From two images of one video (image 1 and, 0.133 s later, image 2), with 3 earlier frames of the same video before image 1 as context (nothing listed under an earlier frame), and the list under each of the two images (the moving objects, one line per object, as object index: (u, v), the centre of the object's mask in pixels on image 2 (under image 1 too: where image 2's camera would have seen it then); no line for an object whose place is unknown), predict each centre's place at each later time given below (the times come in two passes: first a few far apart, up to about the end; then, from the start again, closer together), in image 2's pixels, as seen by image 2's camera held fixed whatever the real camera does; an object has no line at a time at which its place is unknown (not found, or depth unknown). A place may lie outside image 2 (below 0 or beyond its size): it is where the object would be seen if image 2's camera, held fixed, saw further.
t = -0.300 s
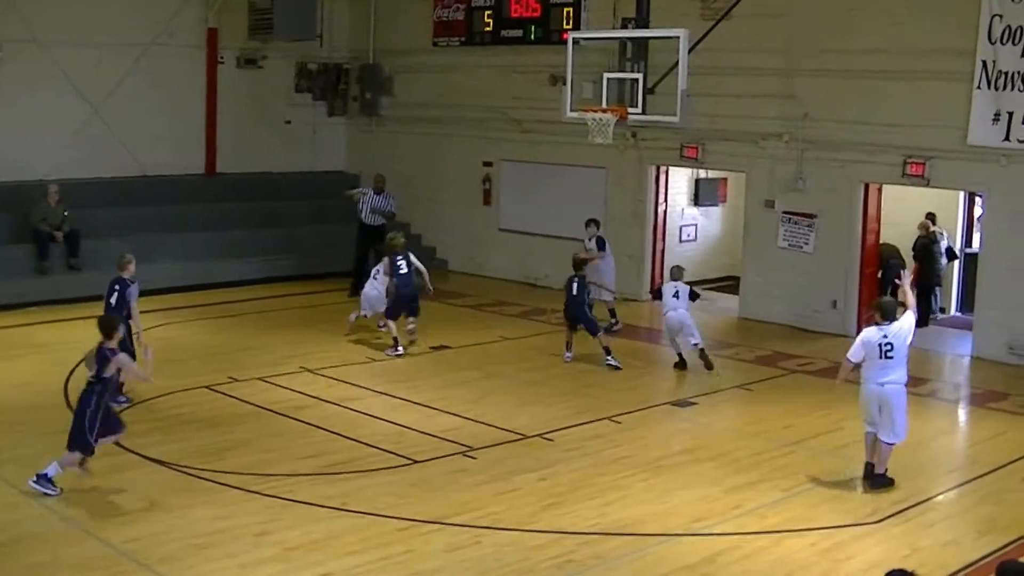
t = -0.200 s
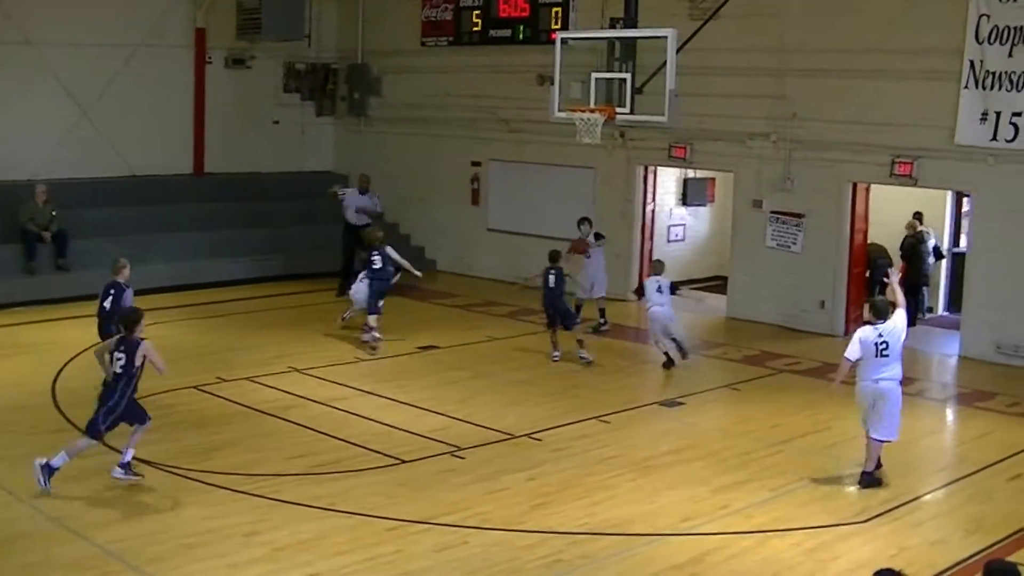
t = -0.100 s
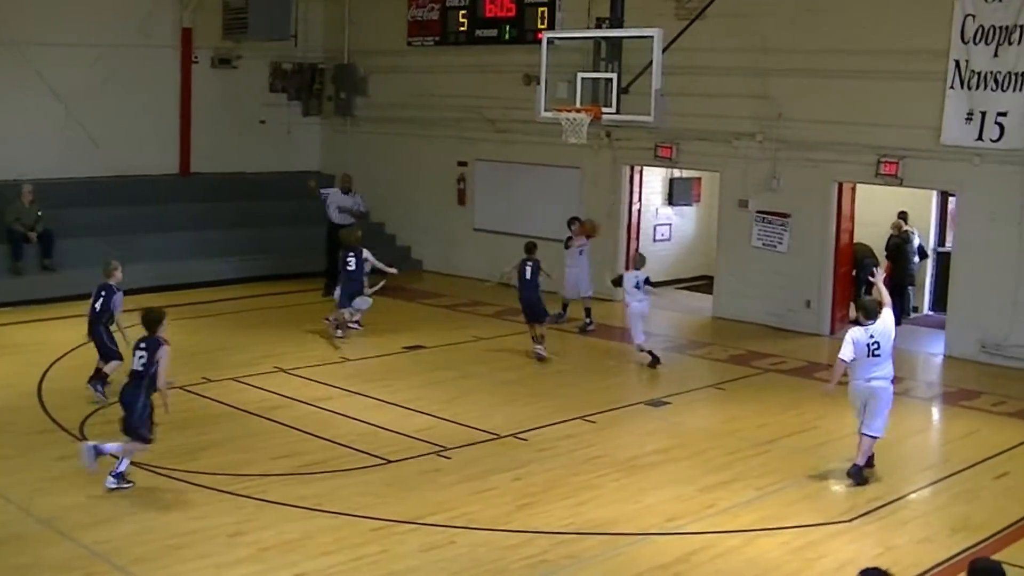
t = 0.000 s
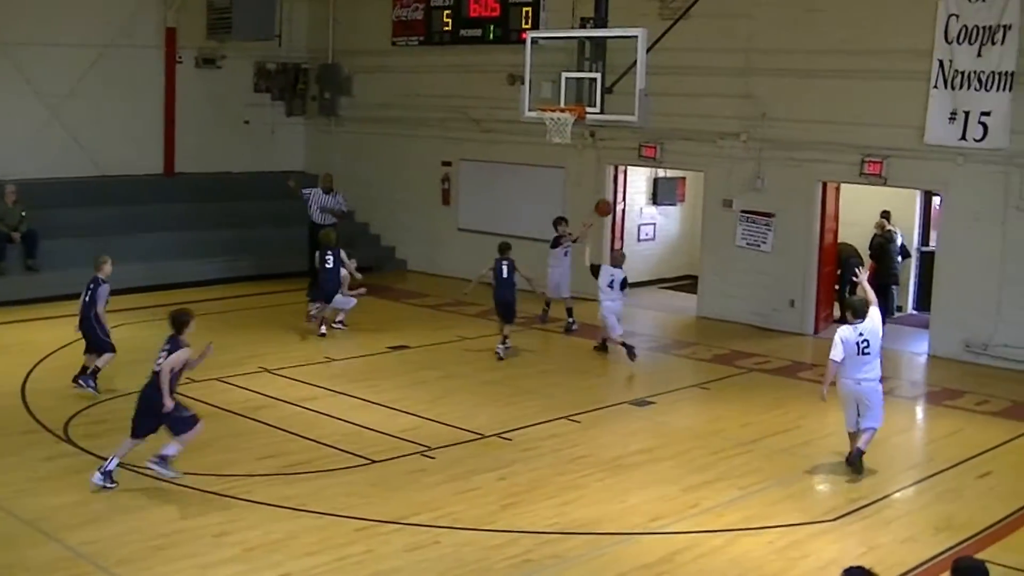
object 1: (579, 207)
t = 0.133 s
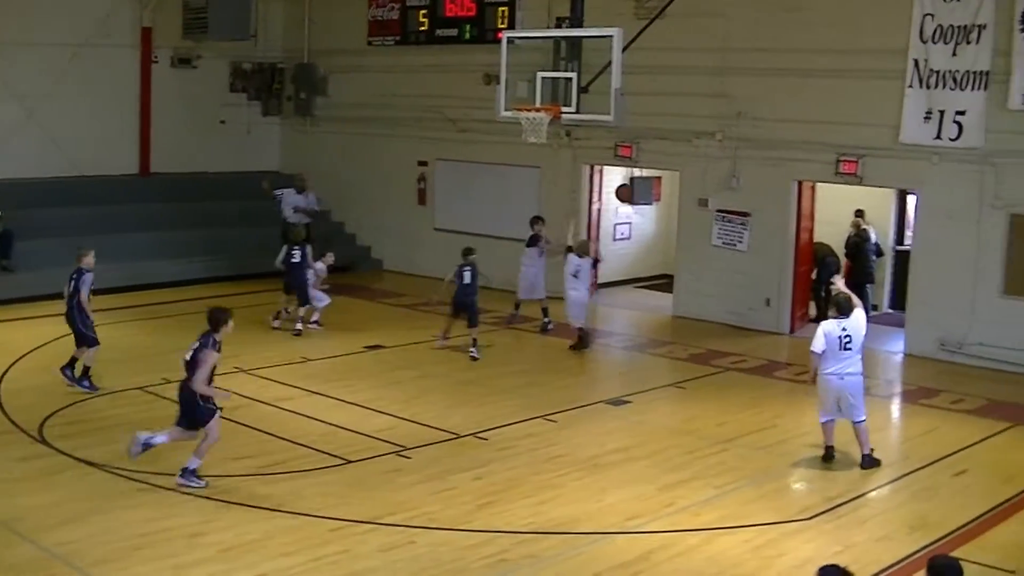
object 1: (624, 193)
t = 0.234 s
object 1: (660, 190)
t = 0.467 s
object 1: (758, 220)
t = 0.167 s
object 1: (636, 191)
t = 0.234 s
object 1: (660, 190)
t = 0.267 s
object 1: (674, 191)
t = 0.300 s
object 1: (687, 193)
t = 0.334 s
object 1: (700, 196)
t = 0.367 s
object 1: (713, 200)
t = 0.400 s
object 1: (728, 206)
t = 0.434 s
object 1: (742, 212)
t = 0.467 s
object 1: (758, 220)
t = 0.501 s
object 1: (772, 229)
